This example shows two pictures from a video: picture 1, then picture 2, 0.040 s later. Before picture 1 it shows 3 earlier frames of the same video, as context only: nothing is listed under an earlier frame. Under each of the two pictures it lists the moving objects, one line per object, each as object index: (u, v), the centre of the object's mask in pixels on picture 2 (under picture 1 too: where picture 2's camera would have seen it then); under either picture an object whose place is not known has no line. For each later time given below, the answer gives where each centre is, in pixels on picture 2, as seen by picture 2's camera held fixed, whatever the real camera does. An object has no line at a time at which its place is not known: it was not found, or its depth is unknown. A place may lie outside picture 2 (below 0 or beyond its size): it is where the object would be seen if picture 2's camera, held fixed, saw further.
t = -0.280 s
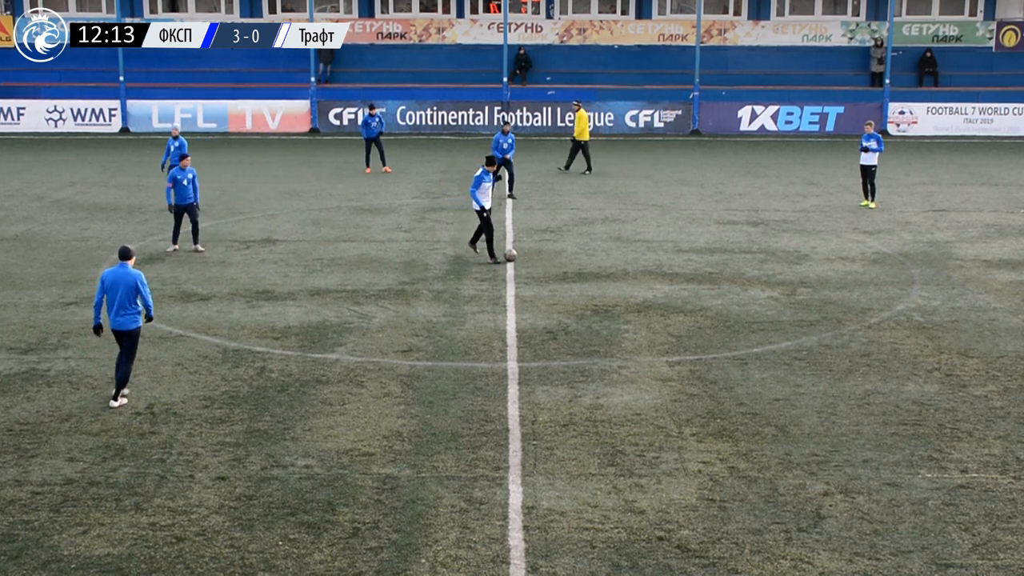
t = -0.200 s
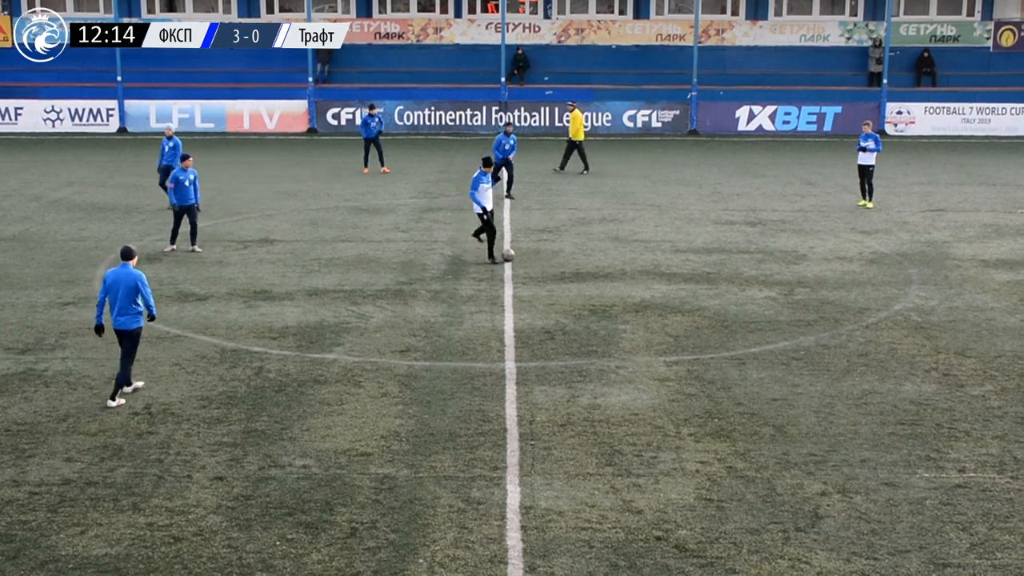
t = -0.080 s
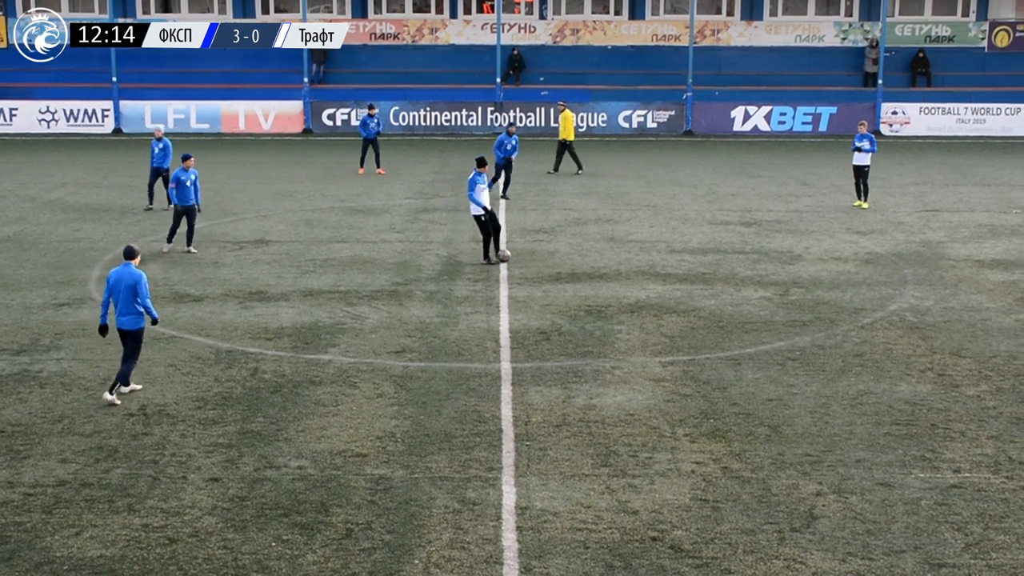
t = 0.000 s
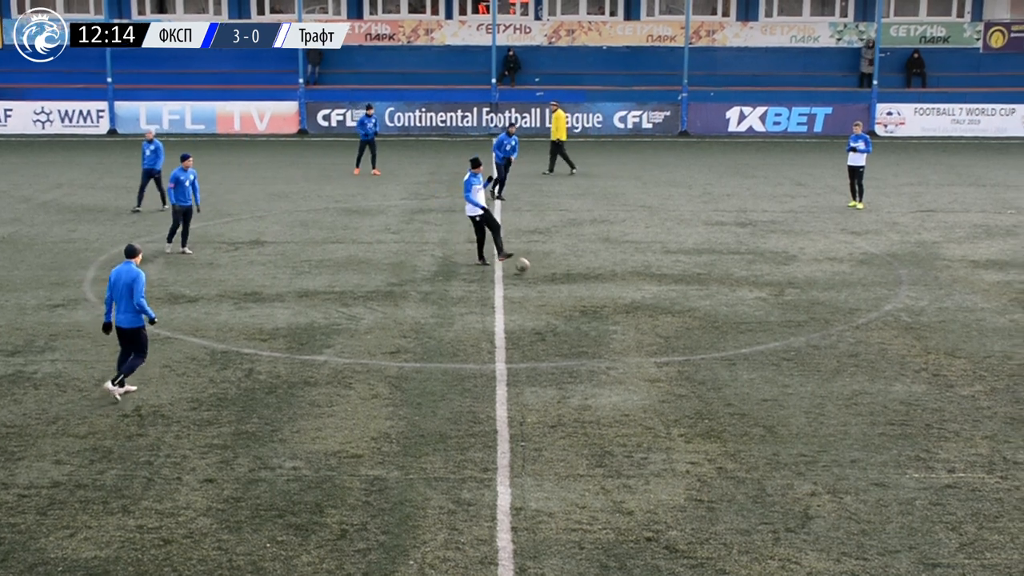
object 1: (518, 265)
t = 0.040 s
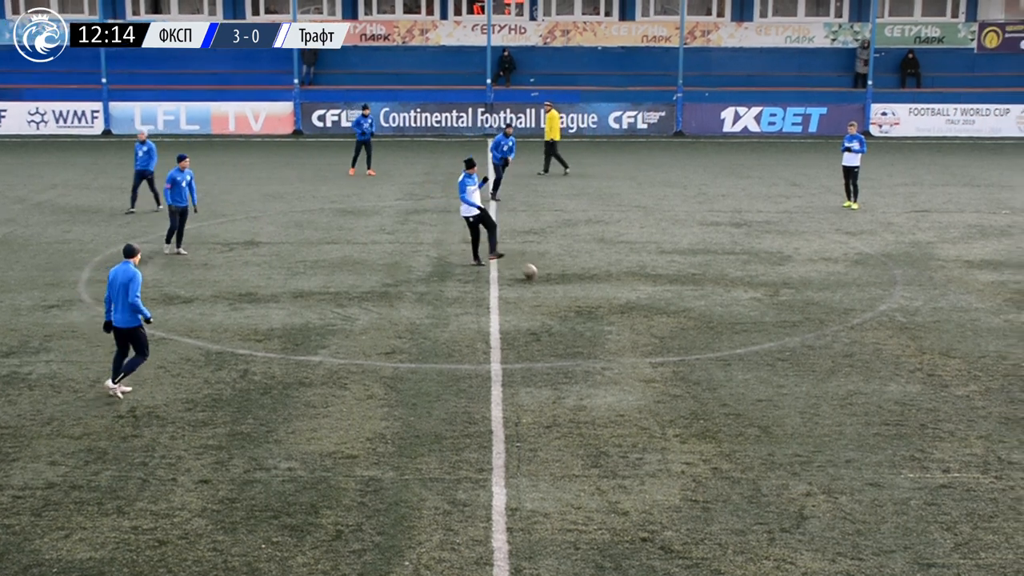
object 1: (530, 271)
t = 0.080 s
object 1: (542, 277)
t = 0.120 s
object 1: (553, 280)
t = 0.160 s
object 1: (564, 284)
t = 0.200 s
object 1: (576, 290)
